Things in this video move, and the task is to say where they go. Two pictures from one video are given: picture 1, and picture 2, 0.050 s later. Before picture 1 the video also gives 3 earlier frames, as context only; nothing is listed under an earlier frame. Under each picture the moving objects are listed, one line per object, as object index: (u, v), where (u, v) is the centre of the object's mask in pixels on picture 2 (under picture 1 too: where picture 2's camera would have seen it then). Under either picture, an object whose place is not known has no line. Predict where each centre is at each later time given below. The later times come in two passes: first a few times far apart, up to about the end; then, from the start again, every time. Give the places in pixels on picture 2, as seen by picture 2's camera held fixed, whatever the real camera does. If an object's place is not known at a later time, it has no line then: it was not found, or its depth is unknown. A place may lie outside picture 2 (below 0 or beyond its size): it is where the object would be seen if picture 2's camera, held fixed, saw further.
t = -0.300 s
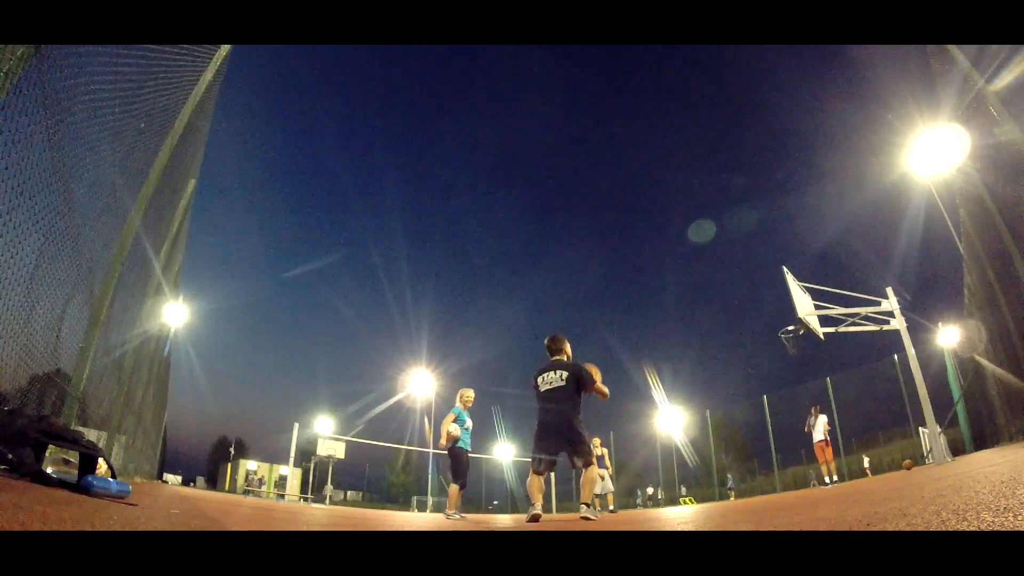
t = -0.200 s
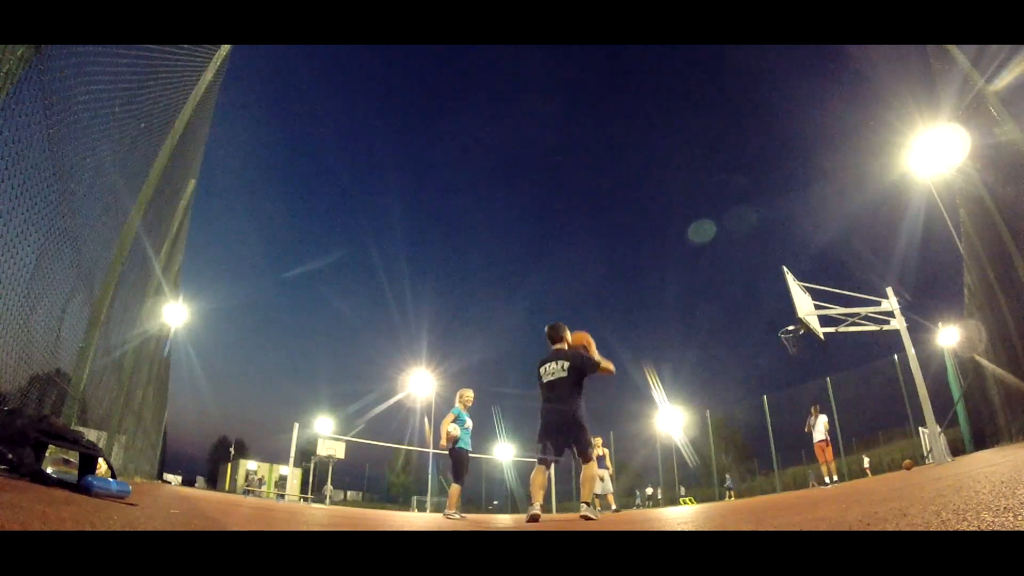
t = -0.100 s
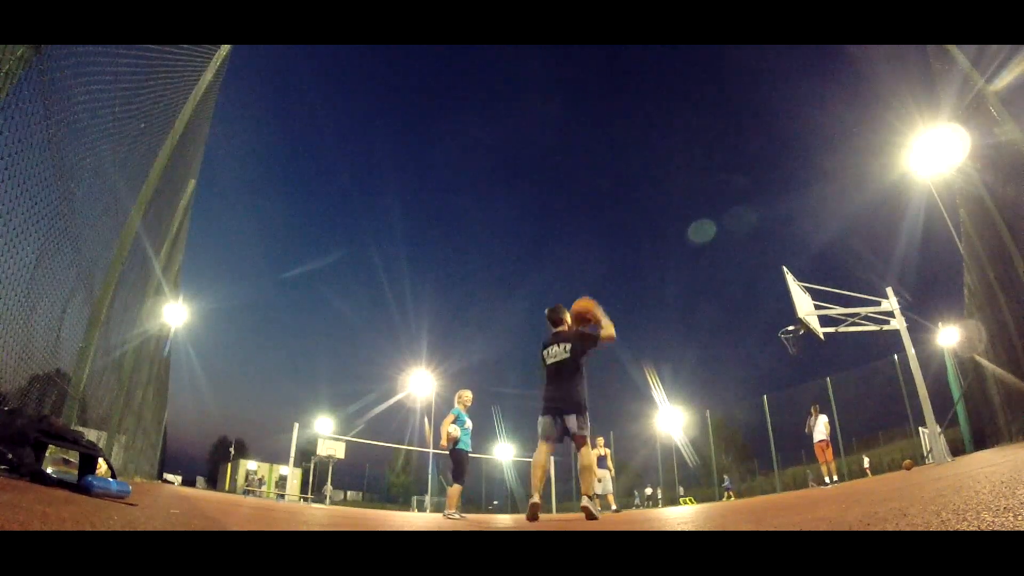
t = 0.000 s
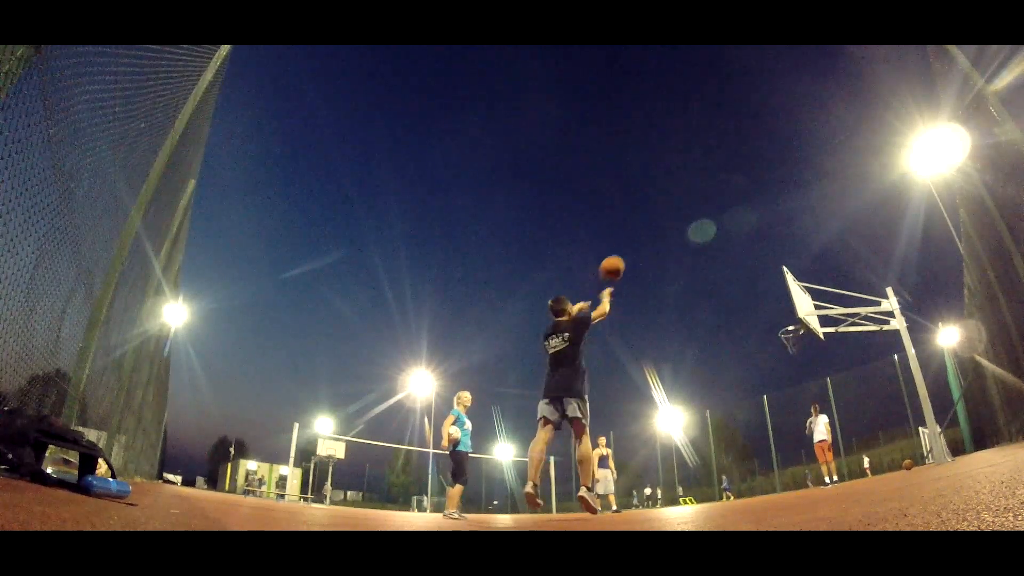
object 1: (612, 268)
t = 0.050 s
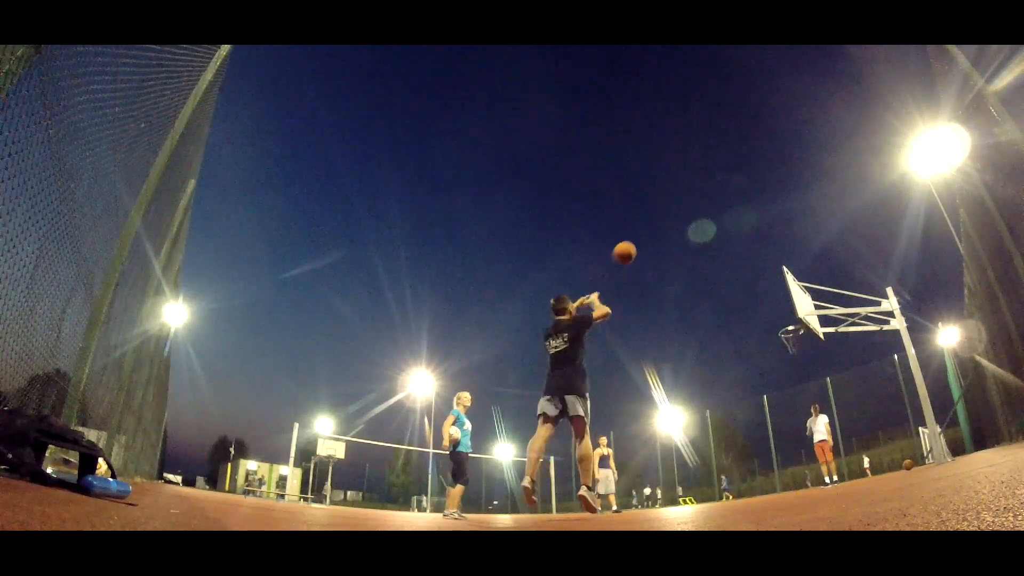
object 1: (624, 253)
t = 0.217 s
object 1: (658, 224)
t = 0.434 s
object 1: (693, 218)
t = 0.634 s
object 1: (721, 234)
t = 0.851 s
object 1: (752, 268)
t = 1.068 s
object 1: (782, 317)
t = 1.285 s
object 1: (796, 347)
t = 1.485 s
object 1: (811, 364)
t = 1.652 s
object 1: (823, 395)
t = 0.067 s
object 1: (628, 248)
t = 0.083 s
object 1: (632, 245)
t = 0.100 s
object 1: (636, 241)
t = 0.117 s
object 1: (639, 238)
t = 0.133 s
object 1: (642, 235)
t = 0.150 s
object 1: (645, 233)
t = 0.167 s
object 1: (649, 230)
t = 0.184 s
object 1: (652, 228)
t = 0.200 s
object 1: (655, 226)
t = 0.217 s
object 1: (658, 224)
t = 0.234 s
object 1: (661, 223)
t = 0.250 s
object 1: (664, 222)
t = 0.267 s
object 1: (667, 220)
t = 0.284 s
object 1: (669, 220)
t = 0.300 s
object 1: (672, 219)
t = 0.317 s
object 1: (675, 218)
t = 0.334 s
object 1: (678, 218)
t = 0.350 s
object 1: (680, 218)
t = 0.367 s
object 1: (683, 218)
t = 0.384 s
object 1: (685, 218)
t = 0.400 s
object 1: (688, 218)
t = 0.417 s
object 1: (690, 218)
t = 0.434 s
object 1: (693, 218)
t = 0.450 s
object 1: (695, 220)
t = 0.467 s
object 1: (698, 220)
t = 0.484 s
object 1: (700, 221)
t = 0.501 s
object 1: (703, 222)
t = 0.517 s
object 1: (705, 223)
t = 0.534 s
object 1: (707, 224)
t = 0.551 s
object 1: (710, 225)
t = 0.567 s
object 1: (712, 227)
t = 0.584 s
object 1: (715, 229)
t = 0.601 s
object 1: (717, 231)
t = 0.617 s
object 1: (719, 233)
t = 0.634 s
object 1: (721, 234)
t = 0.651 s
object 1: (724, 236)
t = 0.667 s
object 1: (726, 238)
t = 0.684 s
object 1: (728, 241)
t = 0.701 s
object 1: (731, 243)
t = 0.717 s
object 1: (733, 245)
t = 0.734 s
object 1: (735, 248)
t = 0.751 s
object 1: (738, 250)
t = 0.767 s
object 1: (740, 253)
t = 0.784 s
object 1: (742, 256)
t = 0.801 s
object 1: (745, 259)
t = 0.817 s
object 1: (747, 262)
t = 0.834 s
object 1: (749, 264)
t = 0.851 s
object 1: (752, 268)
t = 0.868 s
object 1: (754, 271)
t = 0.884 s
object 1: (756, 274)
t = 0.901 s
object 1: (759, 278)
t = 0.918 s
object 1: (761, 281)
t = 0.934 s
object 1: (763, 284)
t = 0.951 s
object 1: (765, 288)
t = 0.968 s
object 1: (768, 292)
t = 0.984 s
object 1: (770, 296)
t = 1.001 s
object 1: (772, 300)
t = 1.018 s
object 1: (775, 304)
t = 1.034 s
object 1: (777, 309)
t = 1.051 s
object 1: (779, 313)
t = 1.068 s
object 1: (782, 317)
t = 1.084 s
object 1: (784, 321)
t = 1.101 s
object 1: (785, 325)
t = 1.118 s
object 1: (787, 331)
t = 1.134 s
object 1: (789, 335)
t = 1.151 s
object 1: (790, 336)
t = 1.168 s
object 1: (792, 339)
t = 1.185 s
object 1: (793, 343)
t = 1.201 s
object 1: (793, 344)
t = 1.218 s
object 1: (794, 344)
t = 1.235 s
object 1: (795, 345)
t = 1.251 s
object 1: (796, 346)
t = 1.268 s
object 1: (796, 347)
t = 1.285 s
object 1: (796, 347)
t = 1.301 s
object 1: (796, 348)
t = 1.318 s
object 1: (798, 350)
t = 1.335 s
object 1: (798, 351)
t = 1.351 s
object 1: (803, 352)
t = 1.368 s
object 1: (804, 352)
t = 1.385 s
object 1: (805, 353)
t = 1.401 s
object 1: (807, 355)
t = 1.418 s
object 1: (807, 357)
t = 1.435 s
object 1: (808, 358)
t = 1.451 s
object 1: (809, 360)
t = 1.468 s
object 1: (809, 362)
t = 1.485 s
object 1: (811, 364)
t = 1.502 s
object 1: (812, 367)
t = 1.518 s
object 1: (813, 369)
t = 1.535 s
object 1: (814, 372)
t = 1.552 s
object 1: (815, 374)
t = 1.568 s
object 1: (816, 377)
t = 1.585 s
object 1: (817, 380)
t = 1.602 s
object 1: (818, 384)
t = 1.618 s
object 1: (820, 387)
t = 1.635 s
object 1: (821, 391)
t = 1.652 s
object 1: (823, 395)
